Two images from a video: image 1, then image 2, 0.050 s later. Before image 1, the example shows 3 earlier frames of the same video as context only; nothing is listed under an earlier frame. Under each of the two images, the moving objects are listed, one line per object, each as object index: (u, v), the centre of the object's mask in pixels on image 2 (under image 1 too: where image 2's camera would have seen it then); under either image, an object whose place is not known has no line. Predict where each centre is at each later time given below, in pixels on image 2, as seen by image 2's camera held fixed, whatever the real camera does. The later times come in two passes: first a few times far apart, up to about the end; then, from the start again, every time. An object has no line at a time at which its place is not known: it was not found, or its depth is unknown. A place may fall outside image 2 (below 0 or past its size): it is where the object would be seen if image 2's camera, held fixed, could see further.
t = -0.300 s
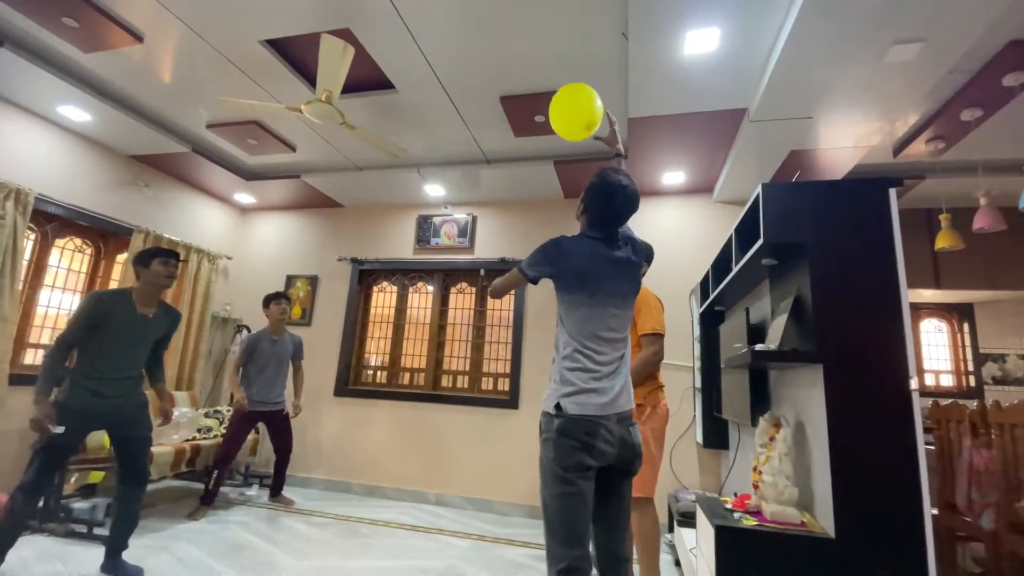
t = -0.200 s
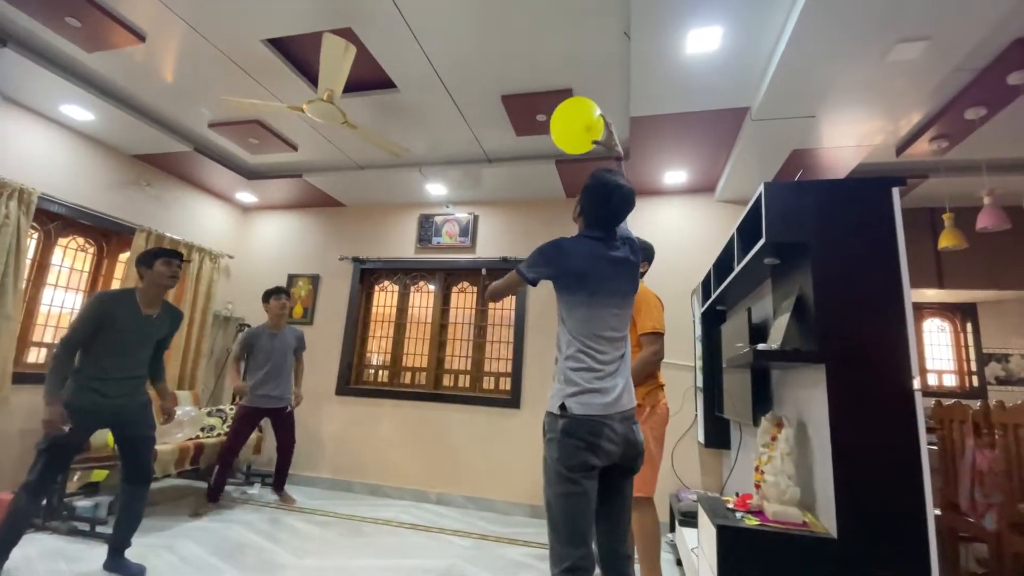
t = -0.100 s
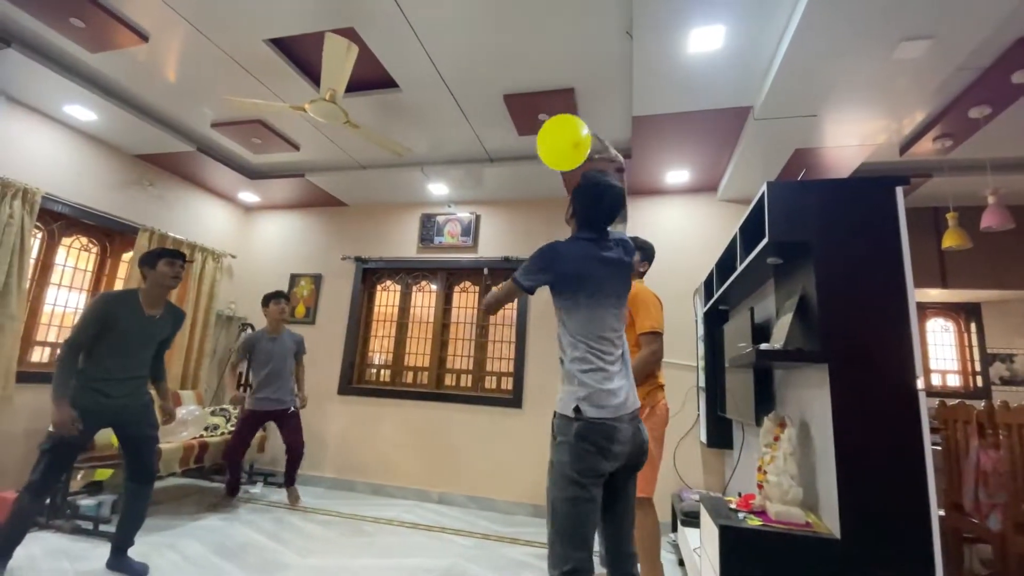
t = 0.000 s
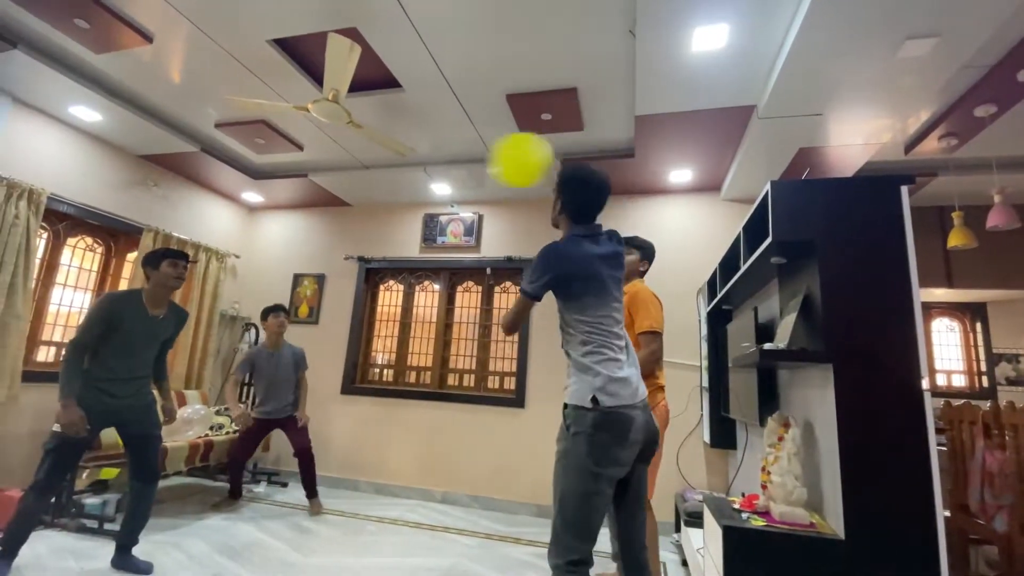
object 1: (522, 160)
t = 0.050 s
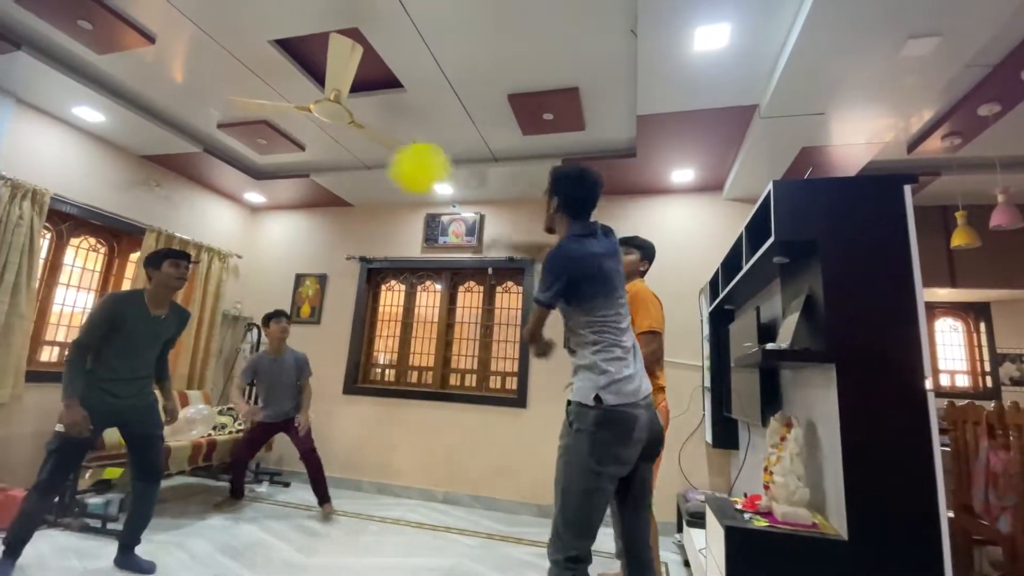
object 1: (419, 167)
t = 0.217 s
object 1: (266, 142)
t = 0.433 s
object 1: (226, 130)
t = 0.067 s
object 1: (392, 169)
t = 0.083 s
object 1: (369, 169)
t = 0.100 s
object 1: (347, 167)
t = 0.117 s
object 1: (329, 164)
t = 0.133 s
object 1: (314, 160)
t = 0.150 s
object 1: (301, 156)
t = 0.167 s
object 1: (290, 153)
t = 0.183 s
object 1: (281, 149)
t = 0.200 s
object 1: (273, 145)
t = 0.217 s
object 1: (266, 142)
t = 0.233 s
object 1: (259, 139)
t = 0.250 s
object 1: (254, 137)
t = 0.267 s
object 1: (249, 134)
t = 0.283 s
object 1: (245, 132)
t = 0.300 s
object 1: (242, 130)
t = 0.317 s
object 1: (239, 129)
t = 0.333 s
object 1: (236, 127)
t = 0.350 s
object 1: (233, 125)
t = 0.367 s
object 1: (232, 123)
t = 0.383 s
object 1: (230, 123)
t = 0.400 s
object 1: (229, 124)
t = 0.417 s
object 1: (228, 127)
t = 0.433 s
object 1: (226, 130)
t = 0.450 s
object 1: (225, 132)
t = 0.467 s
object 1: (225, 135)
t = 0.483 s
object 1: (224, 138)
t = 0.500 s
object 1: (223, 140)
